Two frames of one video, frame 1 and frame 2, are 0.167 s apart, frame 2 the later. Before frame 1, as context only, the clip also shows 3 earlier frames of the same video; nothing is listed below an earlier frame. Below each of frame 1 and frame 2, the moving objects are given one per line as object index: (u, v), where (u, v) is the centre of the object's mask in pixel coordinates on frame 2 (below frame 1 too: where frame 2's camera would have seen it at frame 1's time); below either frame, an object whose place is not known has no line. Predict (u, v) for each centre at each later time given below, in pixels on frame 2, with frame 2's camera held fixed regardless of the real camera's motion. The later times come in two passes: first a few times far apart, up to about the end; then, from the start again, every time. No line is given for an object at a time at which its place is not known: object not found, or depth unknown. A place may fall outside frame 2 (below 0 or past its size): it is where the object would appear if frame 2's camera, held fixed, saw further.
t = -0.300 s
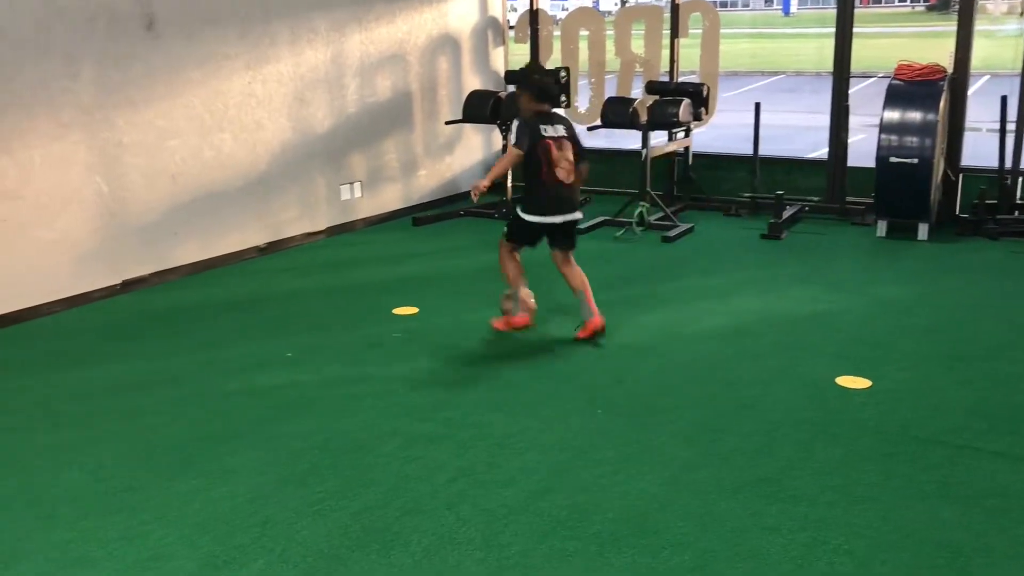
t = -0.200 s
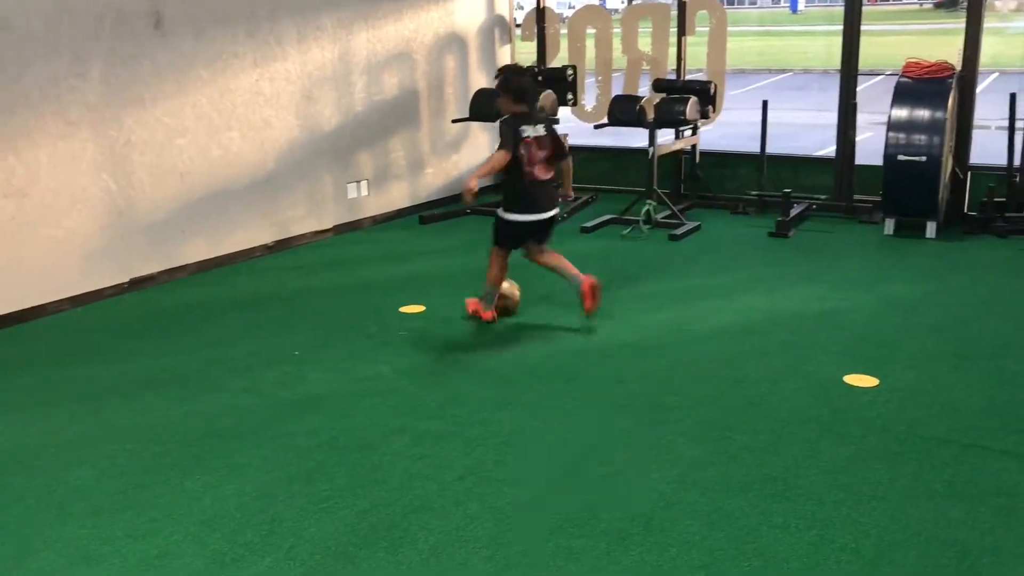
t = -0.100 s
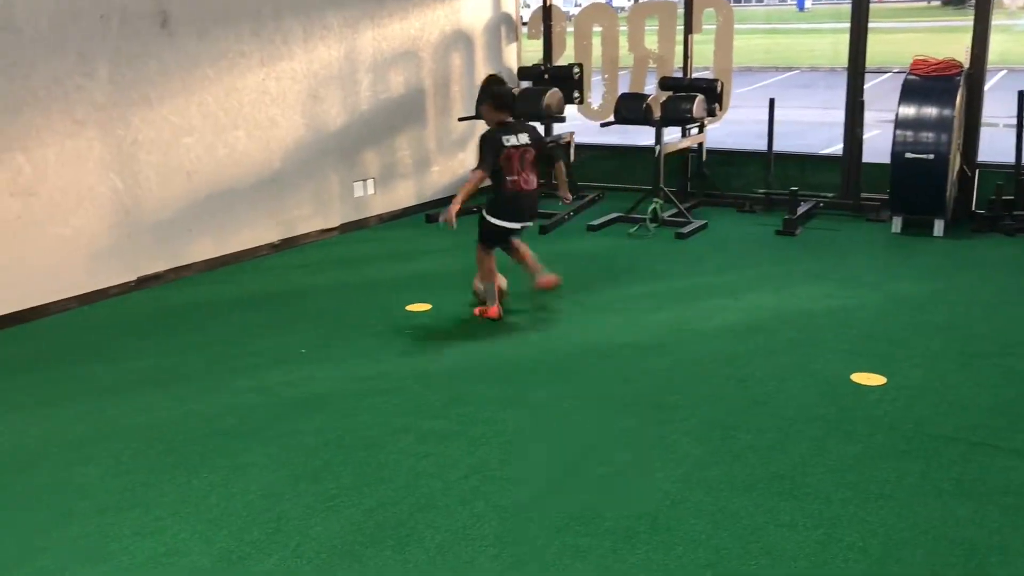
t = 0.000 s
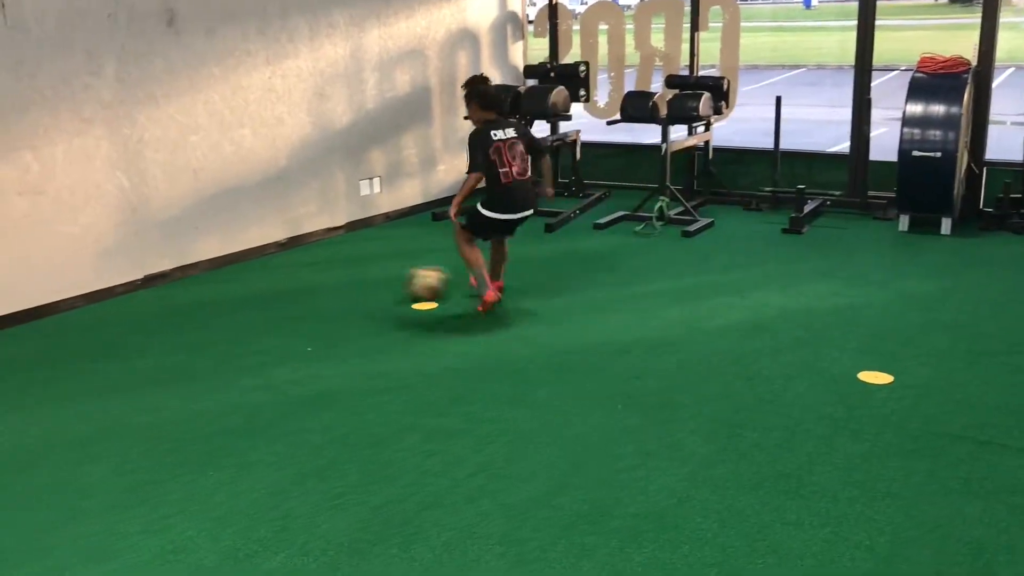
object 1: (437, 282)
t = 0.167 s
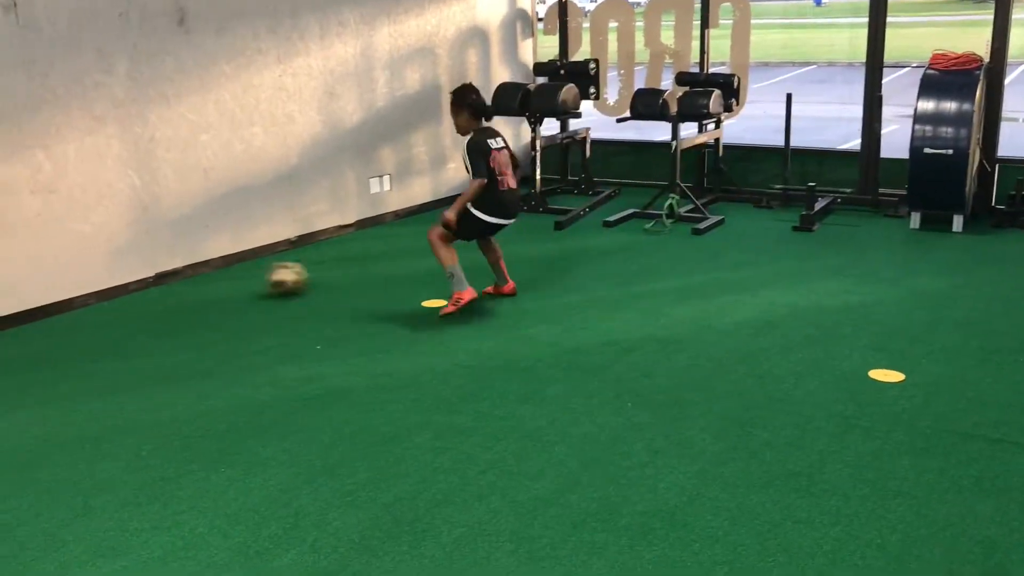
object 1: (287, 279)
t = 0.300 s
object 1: (185, 279)
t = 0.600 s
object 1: (227, 296)
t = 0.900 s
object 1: (288, 308)
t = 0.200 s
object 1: (259, 280)
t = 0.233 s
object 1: (234, 279)
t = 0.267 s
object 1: (210, 279)
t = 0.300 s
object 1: (185, 279)
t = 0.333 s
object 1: (166, 277)
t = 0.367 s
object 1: (151, 275)
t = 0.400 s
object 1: (161, 273)
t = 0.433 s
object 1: (171, 272)
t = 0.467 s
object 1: (180, 274)
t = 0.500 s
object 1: (192, 277)
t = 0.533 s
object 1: (202, 281)
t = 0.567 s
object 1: (214, 287)
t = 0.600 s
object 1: (227, 296)
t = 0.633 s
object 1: (234, 294)
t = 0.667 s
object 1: (241, 293)
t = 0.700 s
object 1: (247, 293)
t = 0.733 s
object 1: (255, 295)
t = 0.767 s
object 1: (263, 300)
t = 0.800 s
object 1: (272, 306)
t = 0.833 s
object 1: (277, 306)
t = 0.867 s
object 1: (282, 307)
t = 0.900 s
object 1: (288, 308)
